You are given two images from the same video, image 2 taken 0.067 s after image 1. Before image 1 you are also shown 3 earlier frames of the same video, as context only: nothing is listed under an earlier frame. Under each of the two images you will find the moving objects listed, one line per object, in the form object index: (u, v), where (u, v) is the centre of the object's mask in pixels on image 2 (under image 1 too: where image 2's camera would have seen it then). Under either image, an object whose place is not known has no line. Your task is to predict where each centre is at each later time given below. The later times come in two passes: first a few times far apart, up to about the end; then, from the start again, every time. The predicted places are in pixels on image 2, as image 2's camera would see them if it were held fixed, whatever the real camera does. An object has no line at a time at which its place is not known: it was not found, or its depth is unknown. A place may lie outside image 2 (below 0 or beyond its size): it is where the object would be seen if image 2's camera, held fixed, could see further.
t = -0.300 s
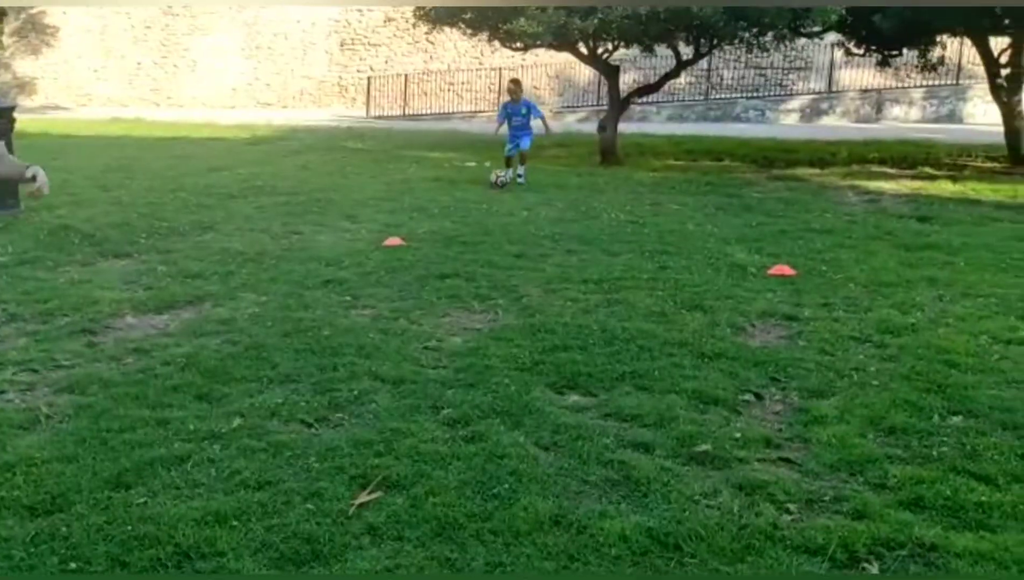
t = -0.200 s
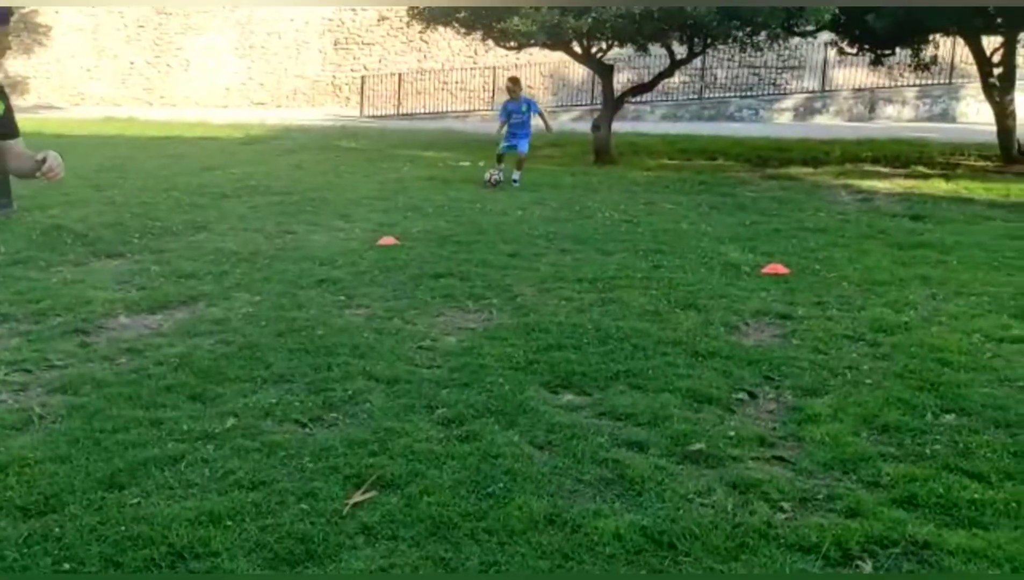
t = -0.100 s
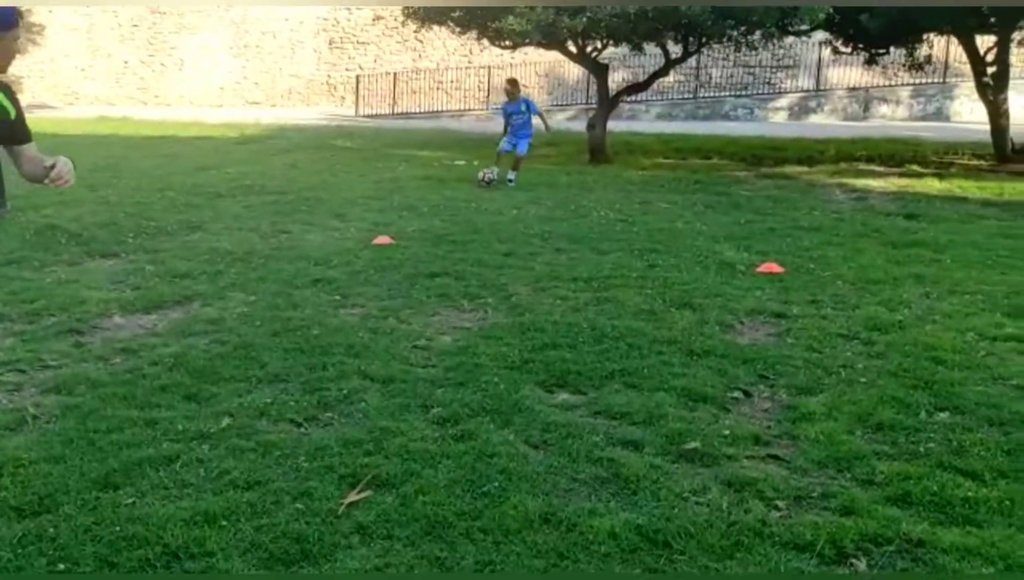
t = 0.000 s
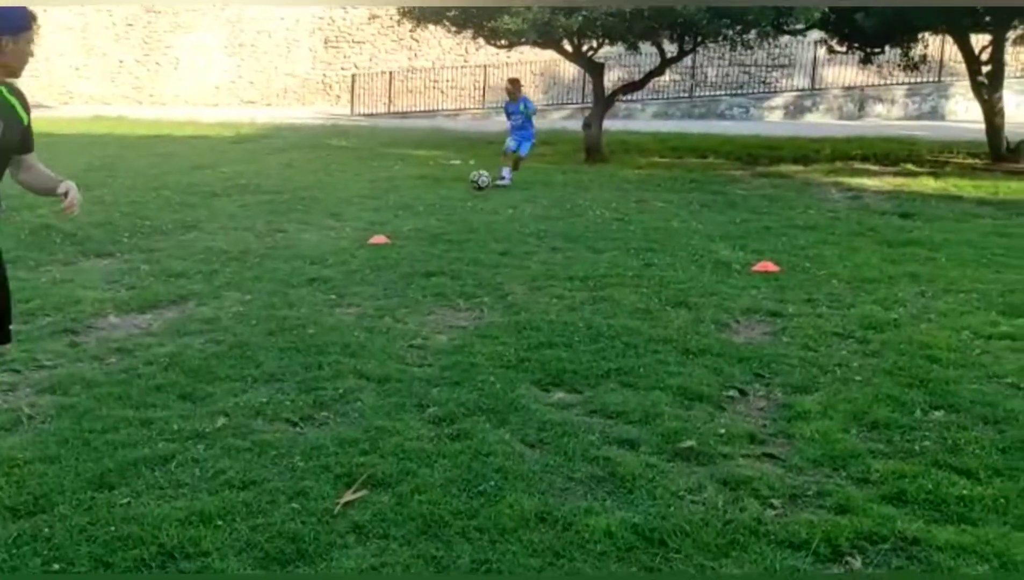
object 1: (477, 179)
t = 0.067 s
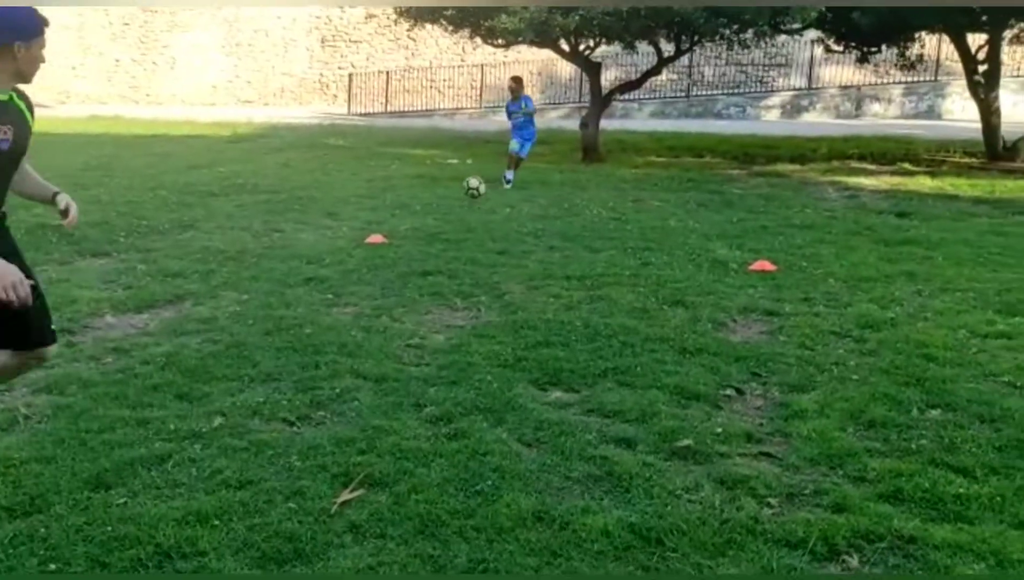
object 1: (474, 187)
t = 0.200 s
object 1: (467, 214)
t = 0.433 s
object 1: (447, 257)
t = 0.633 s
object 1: (424, 292)
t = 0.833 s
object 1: (395, 337)
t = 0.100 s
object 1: (472, 193)
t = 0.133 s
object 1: (470, 201)
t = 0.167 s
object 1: (468, 210)
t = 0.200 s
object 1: (467, 214)
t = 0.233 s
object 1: (466, 218)
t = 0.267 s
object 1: (462, 221)
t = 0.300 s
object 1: (459, 226)
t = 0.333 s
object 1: (456, 235)
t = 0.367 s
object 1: (453, 242)
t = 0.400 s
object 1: (450, 251)
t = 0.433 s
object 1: (447, 257)
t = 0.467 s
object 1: (444, 261)
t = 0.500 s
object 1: (440, 265)
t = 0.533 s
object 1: (437, 270)
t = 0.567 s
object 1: (434, 277)
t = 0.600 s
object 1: (428, 285)
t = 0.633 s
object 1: (424, 292)
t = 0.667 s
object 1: (419, 298)
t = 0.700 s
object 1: (414, 307)
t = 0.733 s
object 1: (409, 316)
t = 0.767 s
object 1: (404, 322)
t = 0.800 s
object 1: (399, 330)
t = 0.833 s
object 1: (395, 337)
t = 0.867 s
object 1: (390, 350)
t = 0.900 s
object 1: (384, 361)
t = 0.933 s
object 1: (377, 369)
